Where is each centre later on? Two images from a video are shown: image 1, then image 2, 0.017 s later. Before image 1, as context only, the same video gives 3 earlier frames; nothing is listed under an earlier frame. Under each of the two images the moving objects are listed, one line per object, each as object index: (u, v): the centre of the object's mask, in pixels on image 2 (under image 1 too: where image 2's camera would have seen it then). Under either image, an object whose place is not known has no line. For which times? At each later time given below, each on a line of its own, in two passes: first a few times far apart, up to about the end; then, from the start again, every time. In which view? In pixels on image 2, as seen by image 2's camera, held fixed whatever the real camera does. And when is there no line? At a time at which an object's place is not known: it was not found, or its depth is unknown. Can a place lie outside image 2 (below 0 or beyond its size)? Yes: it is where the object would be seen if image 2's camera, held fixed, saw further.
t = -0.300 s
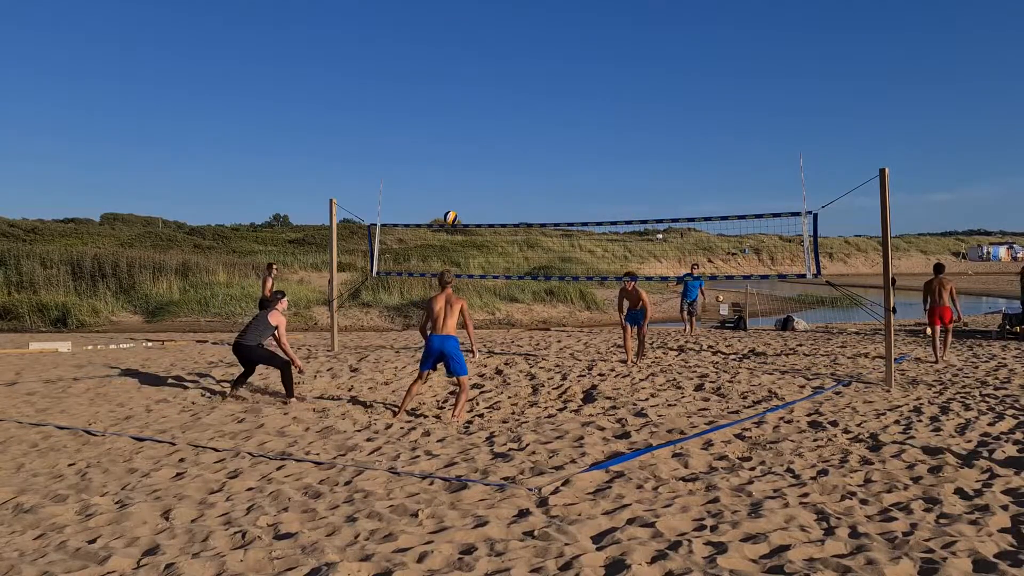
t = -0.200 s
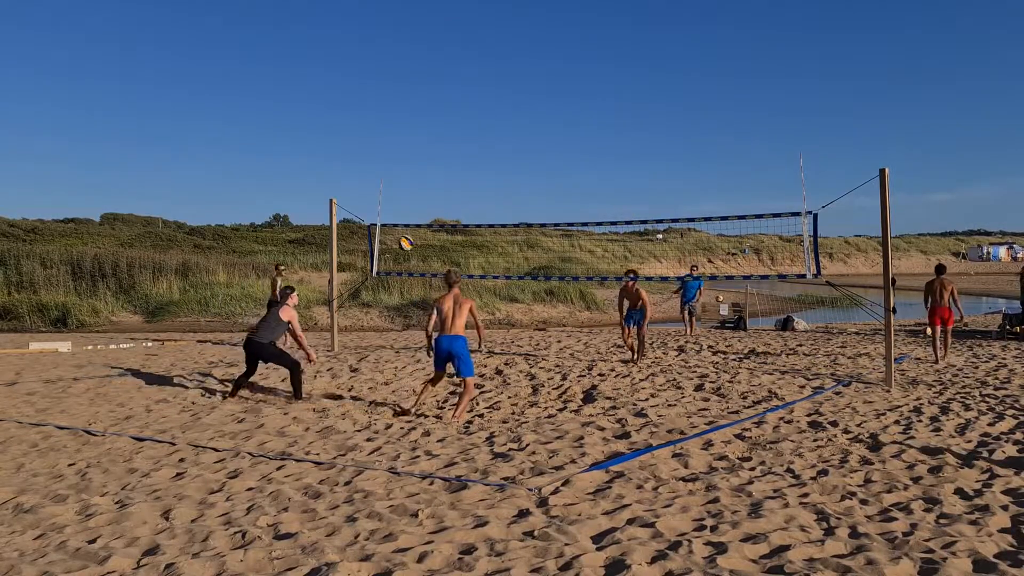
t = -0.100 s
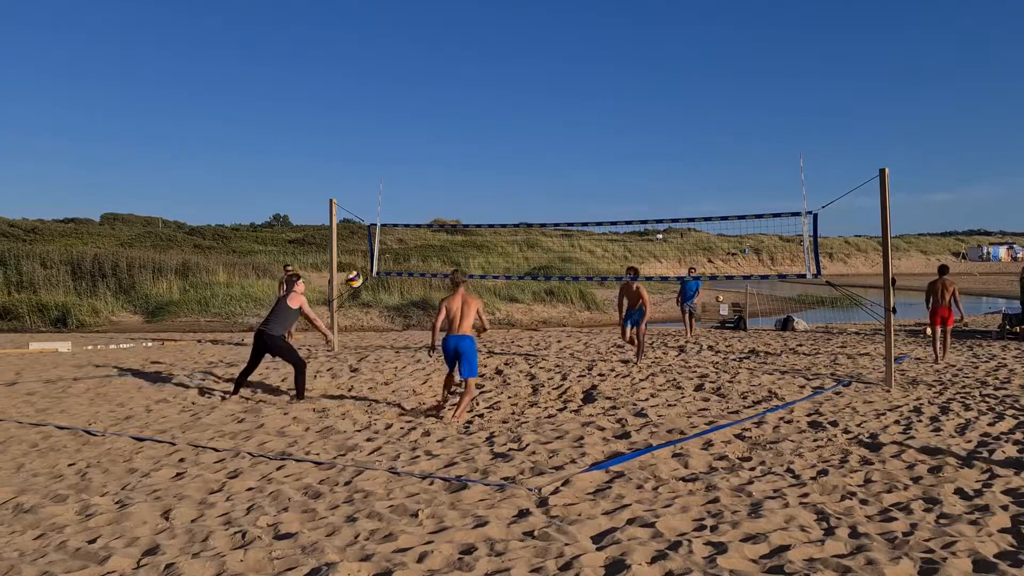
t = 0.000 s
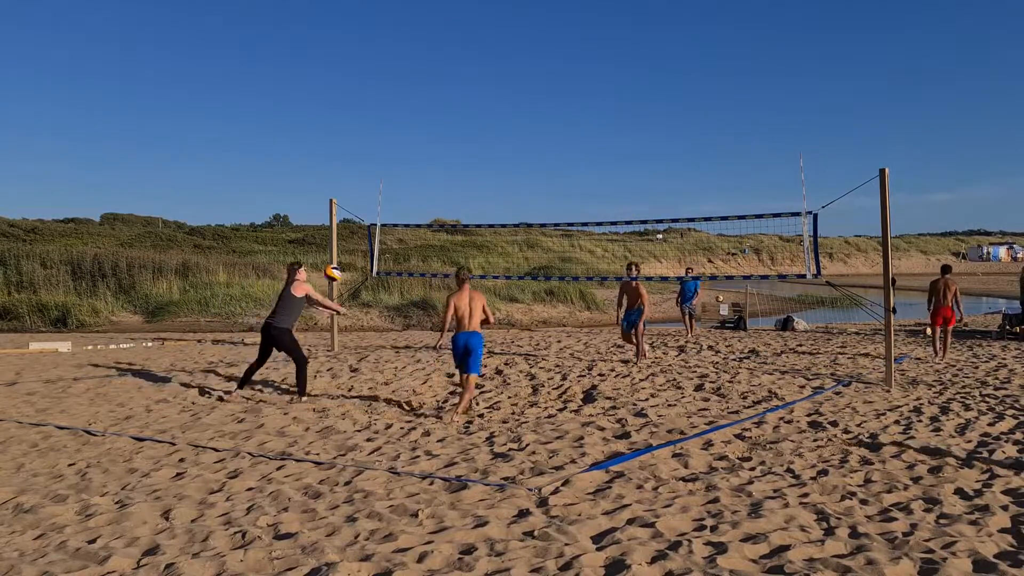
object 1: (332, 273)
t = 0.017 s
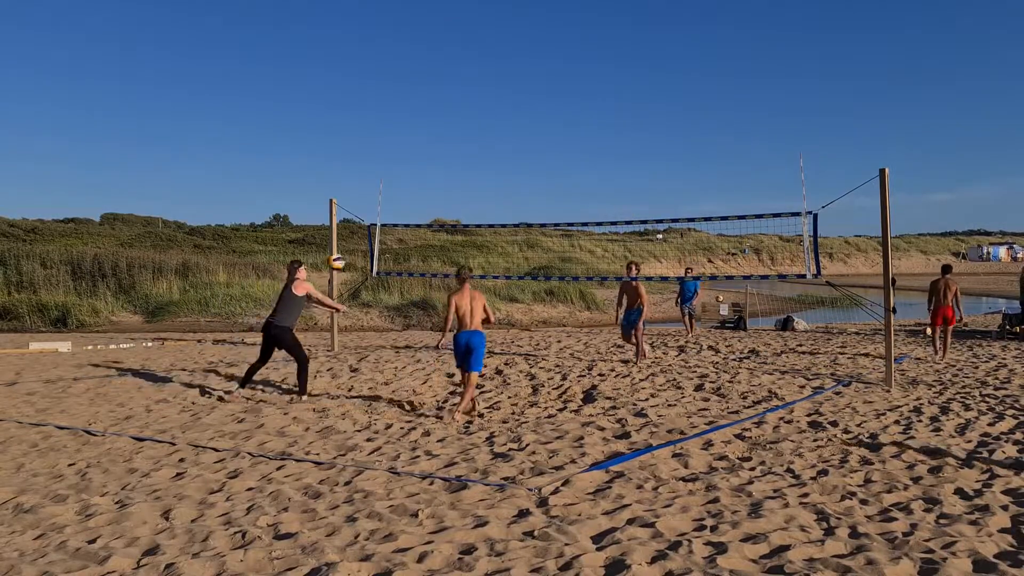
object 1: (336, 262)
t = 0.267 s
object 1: (385, 126)
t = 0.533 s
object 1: (432, 43)
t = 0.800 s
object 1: (475, 18)
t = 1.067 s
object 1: (513, 48)
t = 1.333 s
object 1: (545, 127)
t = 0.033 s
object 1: (340, 250)
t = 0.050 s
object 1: (342, 240)
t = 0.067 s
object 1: (347, 229)
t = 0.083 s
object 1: (349, 220)
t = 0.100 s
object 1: (352, 210)
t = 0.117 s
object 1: (356, 200)
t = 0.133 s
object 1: (359, 191)
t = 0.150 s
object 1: (362, 182)
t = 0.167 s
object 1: (365, 173)
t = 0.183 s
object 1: (368, 165)
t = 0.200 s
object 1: (372, 157)
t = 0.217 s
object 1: (375, 148)
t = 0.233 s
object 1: (378, 141)
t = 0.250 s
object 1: (382, 133)
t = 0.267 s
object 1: (385, 126)
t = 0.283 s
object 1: (388, 119)
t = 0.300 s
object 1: (391, 112)
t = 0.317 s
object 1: (394, 106)
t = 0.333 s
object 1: (397, 99)
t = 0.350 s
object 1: (400, 93)
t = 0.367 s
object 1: (403, 87)
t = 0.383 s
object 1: (406, 81)
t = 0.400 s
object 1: (409, 77)
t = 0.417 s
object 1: (411, 72)
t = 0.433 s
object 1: (415, 66)
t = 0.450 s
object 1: (418, 62)
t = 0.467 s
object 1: (421, 58)
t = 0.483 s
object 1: (423, 53)
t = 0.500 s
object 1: (426, 49)
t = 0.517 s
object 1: (429, 46)
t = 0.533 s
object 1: (432, 43)
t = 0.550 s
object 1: (435, 39)
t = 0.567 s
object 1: (438, 36)
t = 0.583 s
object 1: (440, 34)
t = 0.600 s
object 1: (443, 31)
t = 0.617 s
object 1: (446, 28)
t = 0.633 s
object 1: (449, 27)
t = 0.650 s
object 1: (452, 25)
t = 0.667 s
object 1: (454, 23)
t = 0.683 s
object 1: (457, 22)
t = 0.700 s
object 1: (459, 20)
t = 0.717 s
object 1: (462, 19)
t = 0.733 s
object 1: (465, 19)
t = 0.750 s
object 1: (468, 18)
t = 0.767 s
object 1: (470, 18)
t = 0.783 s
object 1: (473, 17)
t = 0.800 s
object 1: (475, 18)
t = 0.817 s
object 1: (478, 19)
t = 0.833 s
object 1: (480, 19)
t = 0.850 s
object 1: (483, 20)
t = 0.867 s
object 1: (485, 21)
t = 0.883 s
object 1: (487, 22)
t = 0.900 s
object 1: (490, 23)
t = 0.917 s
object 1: (492, 25)
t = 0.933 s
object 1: (495, 27)
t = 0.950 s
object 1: (497, 29)
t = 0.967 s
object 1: (500, 31)
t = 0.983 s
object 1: (502, 33)
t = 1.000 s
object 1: (504, 35)
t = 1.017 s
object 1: (506, 38)
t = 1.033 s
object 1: (508, 42)
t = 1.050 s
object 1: (511, 45)
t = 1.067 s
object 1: (513, 48)
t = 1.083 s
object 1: (515, 51)
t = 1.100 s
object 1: (517, 55)
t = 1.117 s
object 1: (520, 60)
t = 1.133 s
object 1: (522, 64)
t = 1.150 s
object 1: (523, 68)
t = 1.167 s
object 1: (526, 73)
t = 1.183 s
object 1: (528, 77)
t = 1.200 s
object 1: (530, 82)
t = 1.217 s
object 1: (532, 87)
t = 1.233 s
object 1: (534, 92)
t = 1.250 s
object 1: (536, 98)
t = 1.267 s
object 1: (538, 103)
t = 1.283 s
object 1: (540, 109)
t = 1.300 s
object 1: (541, 115)
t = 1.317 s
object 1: (543, 121)
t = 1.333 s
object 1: (545, 127)
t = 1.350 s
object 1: (547, 133)
